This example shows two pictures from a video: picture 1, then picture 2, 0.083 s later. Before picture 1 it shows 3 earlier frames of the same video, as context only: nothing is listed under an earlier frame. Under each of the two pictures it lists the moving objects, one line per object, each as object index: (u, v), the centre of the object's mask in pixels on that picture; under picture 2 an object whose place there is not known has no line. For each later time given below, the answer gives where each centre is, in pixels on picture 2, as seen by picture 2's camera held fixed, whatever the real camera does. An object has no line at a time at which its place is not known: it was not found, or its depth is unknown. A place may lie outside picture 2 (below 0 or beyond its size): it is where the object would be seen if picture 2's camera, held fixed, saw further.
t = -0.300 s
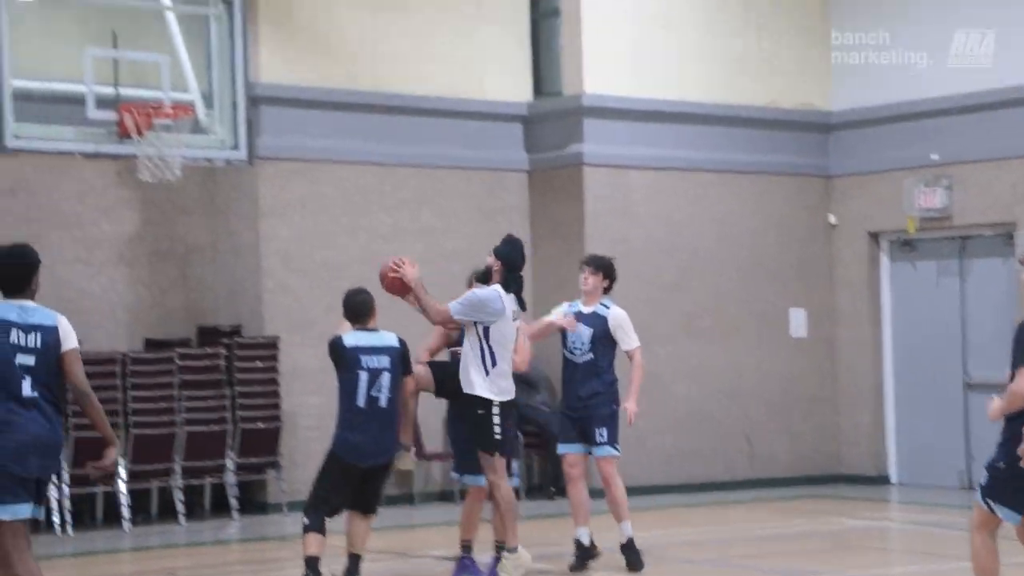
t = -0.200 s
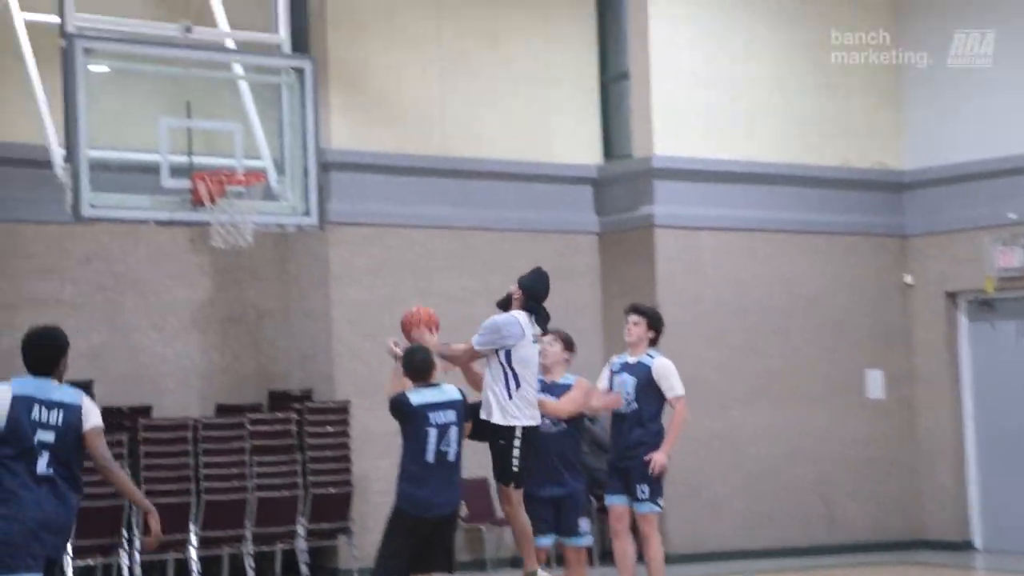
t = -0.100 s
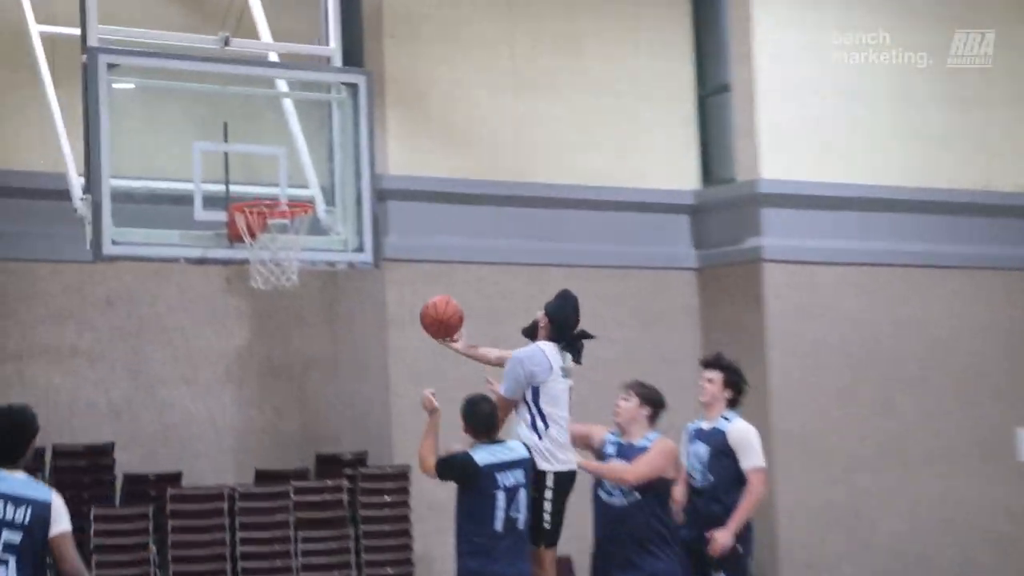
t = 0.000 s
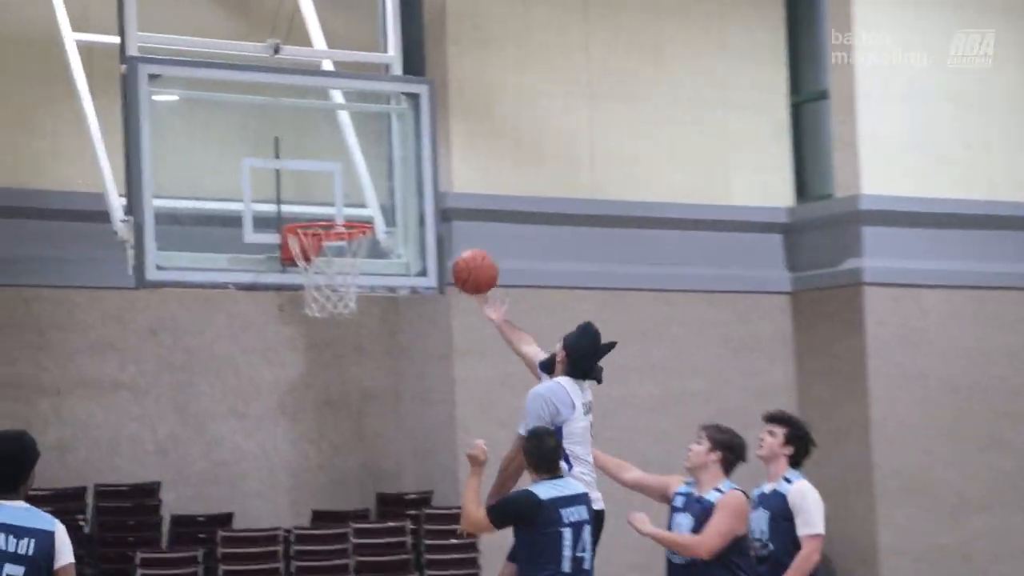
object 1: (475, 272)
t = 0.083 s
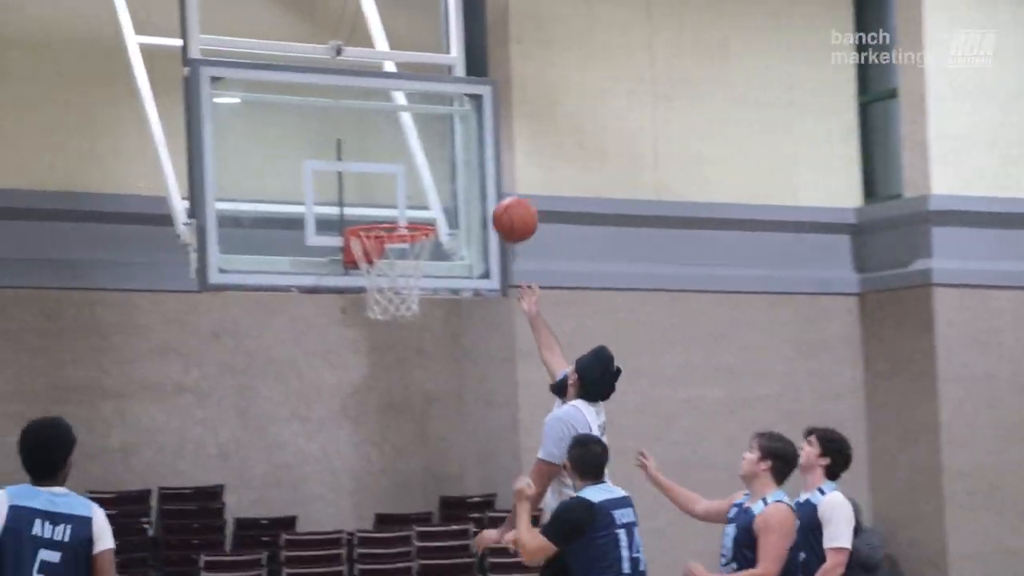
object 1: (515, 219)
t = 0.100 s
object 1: (509, 210)
